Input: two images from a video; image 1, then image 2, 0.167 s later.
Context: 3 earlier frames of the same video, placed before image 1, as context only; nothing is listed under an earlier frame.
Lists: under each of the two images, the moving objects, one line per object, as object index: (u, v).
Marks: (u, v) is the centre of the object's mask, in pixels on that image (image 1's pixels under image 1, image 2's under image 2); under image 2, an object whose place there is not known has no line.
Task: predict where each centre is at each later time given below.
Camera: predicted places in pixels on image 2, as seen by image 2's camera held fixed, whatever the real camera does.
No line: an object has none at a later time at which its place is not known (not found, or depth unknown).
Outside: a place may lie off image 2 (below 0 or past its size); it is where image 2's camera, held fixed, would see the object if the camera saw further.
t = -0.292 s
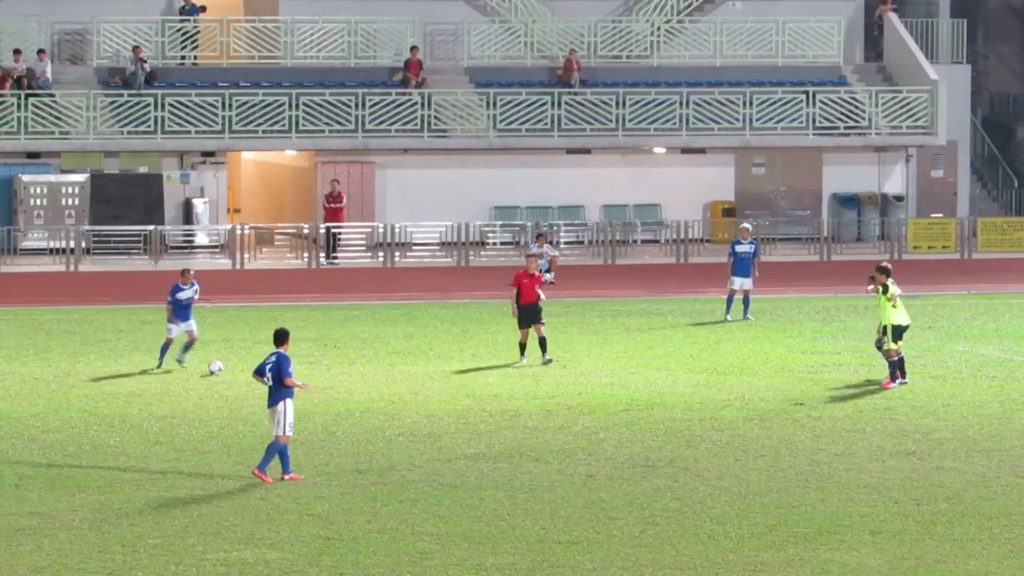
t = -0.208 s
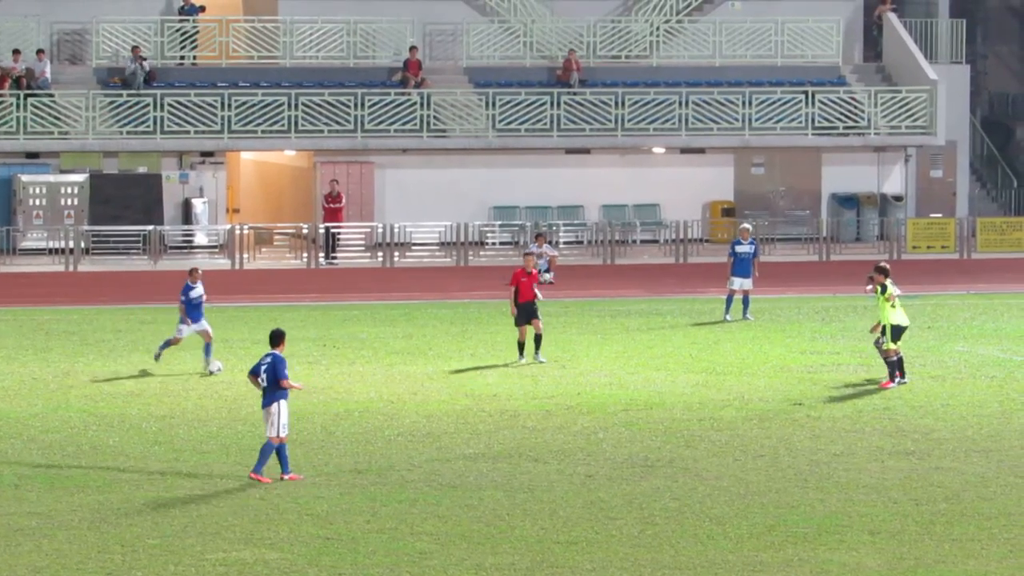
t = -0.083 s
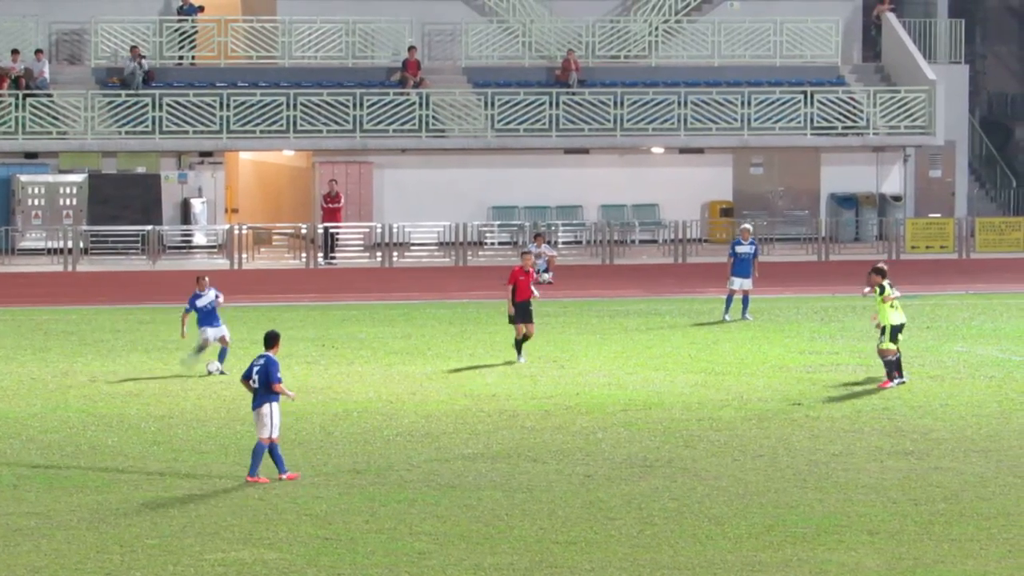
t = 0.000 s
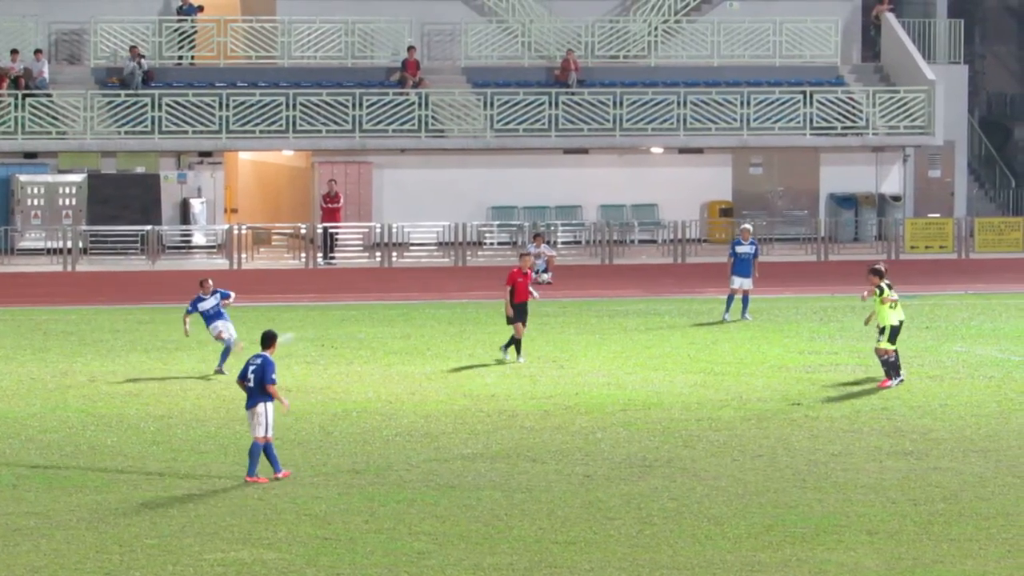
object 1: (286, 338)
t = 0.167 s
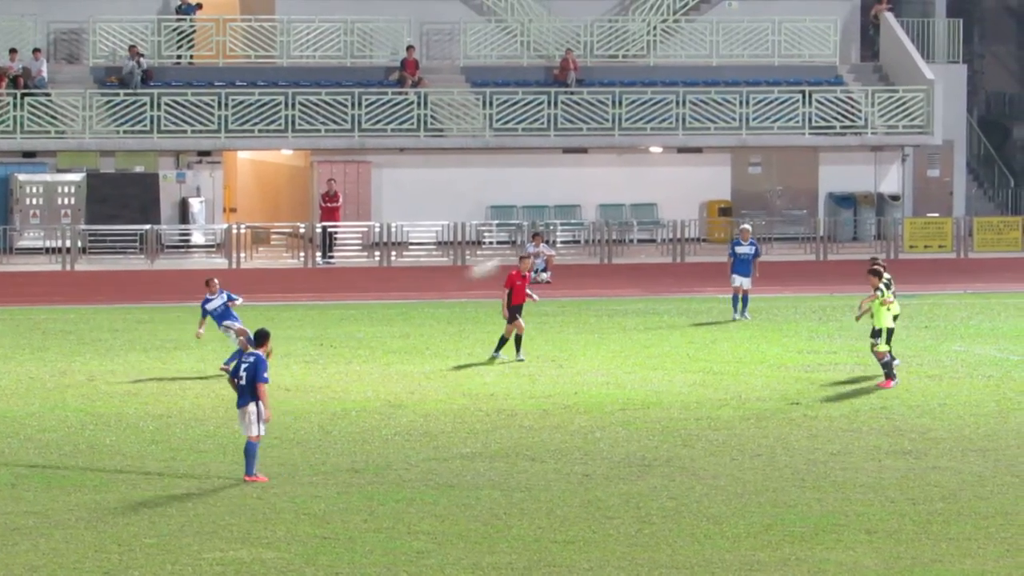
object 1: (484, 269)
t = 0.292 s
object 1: (641, 223)
